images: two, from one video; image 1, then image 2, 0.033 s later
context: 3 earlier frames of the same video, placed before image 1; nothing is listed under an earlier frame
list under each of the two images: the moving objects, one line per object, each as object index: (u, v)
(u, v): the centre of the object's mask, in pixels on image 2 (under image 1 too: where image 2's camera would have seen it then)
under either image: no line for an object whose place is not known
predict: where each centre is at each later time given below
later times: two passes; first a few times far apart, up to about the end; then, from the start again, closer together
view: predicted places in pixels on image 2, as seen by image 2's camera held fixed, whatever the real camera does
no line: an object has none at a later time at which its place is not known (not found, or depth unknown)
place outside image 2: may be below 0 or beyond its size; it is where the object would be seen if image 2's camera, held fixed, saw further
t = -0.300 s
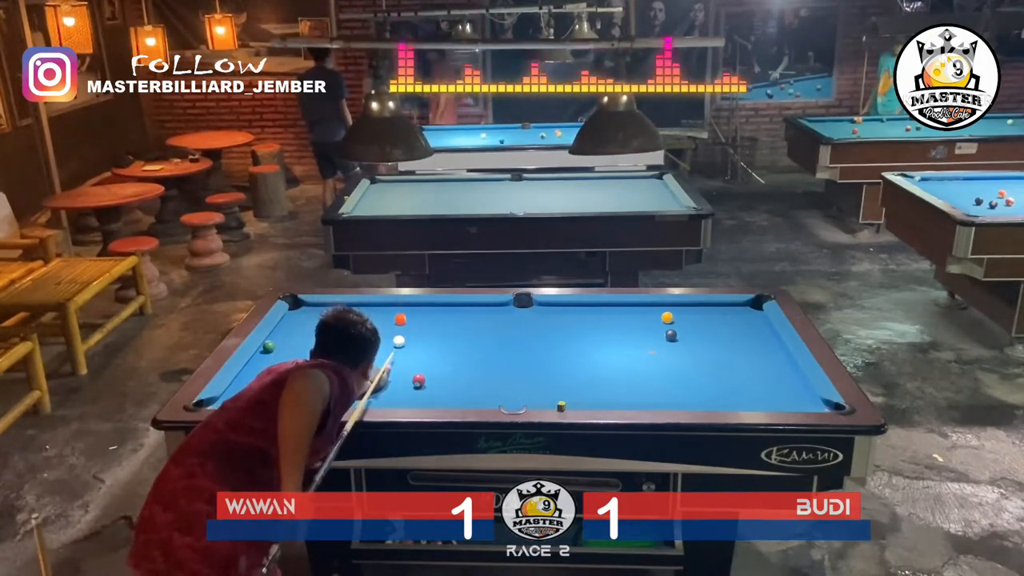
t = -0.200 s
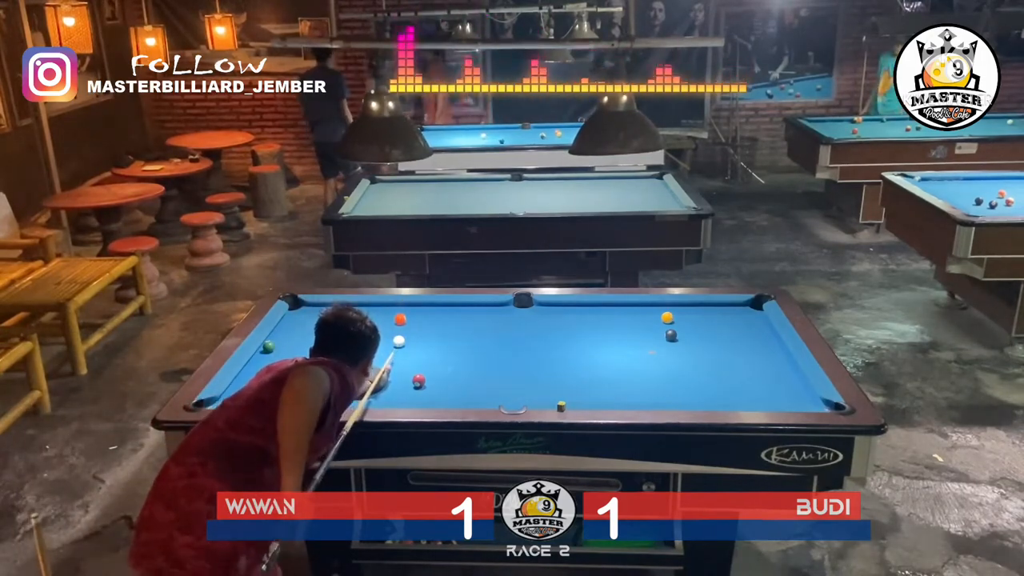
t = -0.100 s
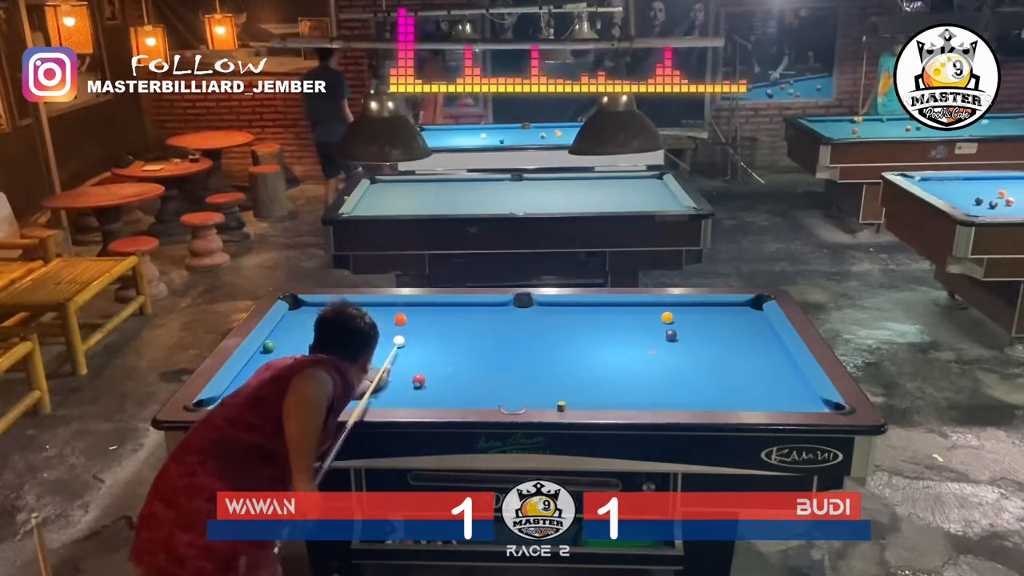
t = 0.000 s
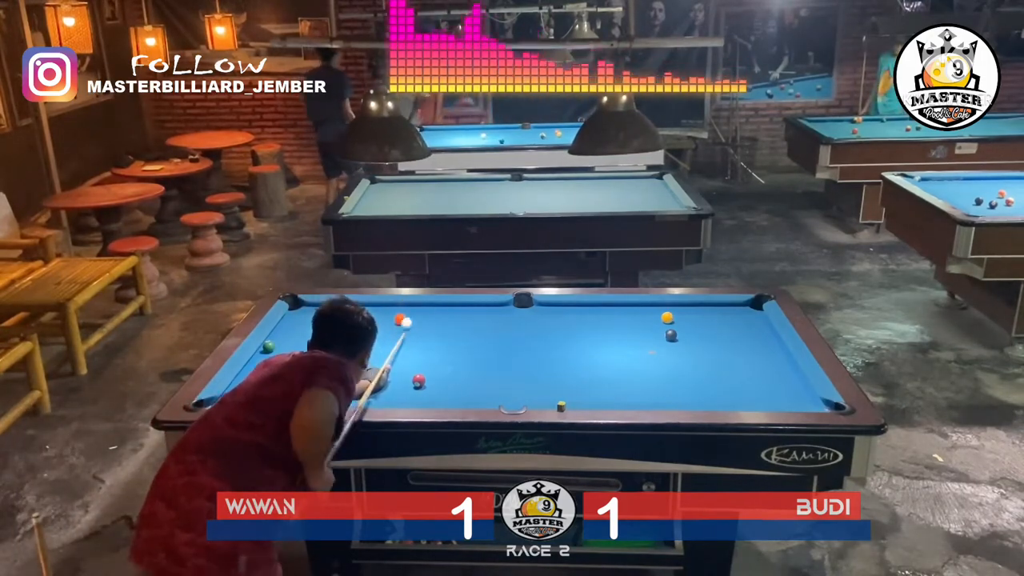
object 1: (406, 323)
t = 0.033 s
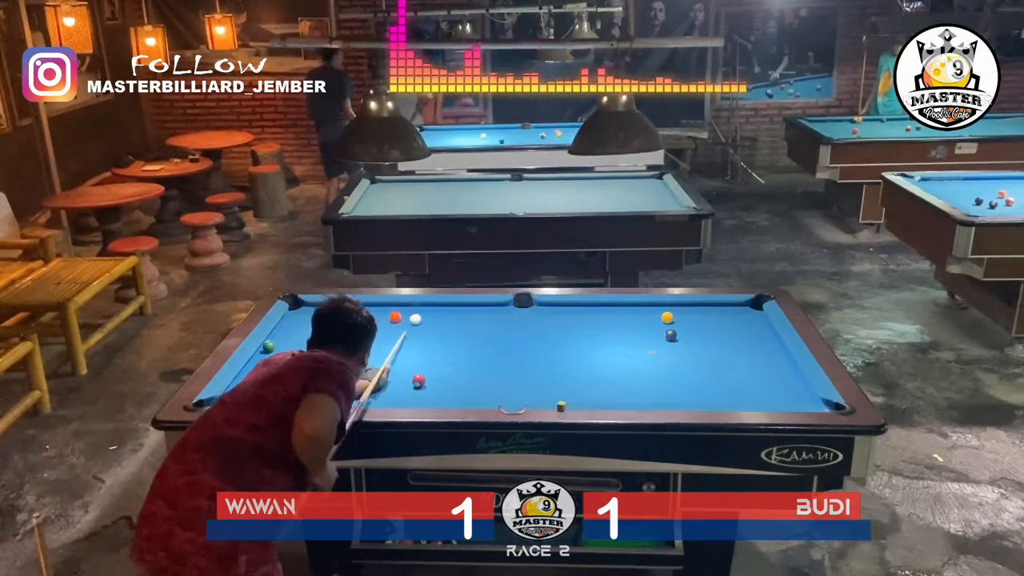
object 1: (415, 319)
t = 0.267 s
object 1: (466, 309)
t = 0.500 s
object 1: (505, 323)
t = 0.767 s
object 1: (552, 340)
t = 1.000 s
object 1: (595, 355)
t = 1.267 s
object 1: (648, 373)
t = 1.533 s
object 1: (704, 392)
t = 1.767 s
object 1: (744, 398)
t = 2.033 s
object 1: (770, 391)
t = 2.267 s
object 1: (790, 385)
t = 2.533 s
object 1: (793, 379)
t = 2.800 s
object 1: (778, 375)
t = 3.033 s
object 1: (768, 371)
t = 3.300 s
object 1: (760, 369)
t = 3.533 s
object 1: (757, 368)
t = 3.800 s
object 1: (755, 368)
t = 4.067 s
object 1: (755, 368)
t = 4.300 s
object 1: (755, 368)
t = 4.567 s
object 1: (755, 368)
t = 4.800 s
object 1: (755, 368)
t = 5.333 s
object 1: (751, 366)
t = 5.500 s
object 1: (755, 367)
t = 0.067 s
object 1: (425, 316)
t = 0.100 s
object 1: (433, 312)
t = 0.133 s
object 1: (441, 309)
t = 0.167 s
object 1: (448, 306)
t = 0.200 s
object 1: (456, 305)
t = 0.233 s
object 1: (461, 307)
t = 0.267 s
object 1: (466, 309)
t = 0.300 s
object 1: (472, 311)
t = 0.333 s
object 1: (477, 313)
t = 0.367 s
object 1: (482, 315)
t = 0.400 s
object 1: (488, 317)
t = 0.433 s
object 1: (494, 319)
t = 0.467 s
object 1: (499, 321)
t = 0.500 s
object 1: (505, 323)
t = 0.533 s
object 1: (511, 325)
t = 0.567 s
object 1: (517, 327)
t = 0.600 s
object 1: (522, 329)
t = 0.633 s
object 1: (528, 331)
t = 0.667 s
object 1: (534, 334)
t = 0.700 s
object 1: (540, 335)
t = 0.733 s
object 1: (546, 338)
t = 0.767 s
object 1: (552, 340)
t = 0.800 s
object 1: (558, 342)
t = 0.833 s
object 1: (564, 344)
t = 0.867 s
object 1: (570, 346)
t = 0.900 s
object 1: (576, 349)
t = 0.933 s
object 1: (582, 351)
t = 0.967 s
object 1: (588, 353)
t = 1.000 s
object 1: (595, 355)
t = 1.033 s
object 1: (601, 358)
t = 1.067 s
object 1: (608, 360)
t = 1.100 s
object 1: (614, 362)
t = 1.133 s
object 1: (621, 364)
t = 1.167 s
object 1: (627, 366)
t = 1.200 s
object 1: (634, 369)
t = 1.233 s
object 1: (641, 371)
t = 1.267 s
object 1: (648, 373)
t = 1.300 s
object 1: (655, 376)
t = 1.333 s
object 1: (662, 377)
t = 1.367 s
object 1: (669, 381)
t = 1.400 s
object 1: (676, 382)
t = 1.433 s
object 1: (682, 385)
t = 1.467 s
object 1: (690, 387)
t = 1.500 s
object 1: (697, 390)
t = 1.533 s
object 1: (704, 392)
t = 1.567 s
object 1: (711, 395)
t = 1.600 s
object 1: (718, 396)
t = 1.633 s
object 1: (726, 398)
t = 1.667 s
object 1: (733, 400)
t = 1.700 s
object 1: (738, 400)
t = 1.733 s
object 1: (742, 399)
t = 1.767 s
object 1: (744, 398)
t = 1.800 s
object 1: (748, 397)
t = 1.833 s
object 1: (751, 396)
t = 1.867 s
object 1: (754, 396)
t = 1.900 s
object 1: (758, 395)
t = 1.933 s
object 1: (761, 394)
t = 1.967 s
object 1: (764, 393)
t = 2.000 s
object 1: (767, 392)
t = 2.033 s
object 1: (770, 391)
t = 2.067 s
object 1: (773, 391)
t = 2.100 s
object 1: (776, 389)
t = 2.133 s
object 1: (779, 388)
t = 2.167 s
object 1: (782, 387)
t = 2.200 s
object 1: (785, 387)
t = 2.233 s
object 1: (787, 385)
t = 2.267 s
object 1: (790, 385)
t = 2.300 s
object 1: (793, 383)
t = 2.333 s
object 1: (795, 383)
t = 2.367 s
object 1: (798, 382)
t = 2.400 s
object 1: (801, 381)
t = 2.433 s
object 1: (799, 380)
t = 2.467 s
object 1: (797, 380)
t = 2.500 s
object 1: (795, 379)
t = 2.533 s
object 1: (793, 379)
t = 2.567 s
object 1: (791, 378)
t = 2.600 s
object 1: (789, 377)
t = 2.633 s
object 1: (787, 377)
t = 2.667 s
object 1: (785, 377)
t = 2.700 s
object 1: (783, 376)
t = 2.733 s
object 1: (781, 375)
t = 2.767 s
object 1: (779, 375)
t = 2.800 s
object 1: (778, 375)
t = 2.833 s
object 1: (776, 374)
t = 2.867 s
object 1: (775, 373)
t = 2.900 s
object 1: (773, 373)
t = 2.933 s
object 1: (772, 373)
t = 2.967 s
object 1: (770, 372)
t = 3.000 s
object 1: (769, 372)
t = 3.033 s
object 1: (768, 371)
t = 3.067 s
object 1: (767, 371)
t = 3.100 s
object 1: (766, 371)
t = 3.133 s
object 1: (765, 371)
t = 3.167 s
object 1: (764, 370)
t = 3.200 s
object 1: (763, 370)
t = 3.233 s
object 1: (762, 370)
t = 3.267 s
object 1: (762, 370)
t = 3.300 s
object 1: (760, 369)
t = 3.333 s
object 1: (760, 369)
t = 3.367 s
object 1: (759, 369)
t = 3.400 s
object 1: (759, 369)
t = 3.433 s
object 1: (758, 369)
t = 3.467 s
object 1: (758, 369)
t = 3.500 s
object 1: (757, 368)
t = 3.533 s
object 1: (757, 368)
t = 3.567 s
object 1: (757, 369)
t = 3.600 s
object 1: (756, 368)
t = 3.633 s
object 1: (756, 368)
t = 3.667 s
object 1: (756, 368)
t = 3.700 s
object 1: (756, 368)
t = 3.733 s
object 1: (756, 368)
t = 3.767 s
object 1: (755, 368)
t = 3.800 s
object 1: (755, 368)
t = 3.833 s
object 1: (755, 368)
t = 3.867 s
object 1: (755, 368)
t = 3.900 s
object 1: (755, 368)
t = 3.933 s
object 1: (755, 368)
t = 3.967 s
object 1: (755, 368)
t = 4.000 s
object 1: (755, 368)
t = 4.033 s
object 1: (755, 368)
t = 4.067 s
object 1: (755, 368)
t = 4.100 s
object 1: (755, 368)
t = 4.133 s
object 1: (755, 368)
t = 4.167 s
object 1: (755, 368)
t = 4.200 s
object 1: (755, 368)
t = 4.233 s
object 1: (755, 368)
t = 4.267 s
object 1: (755, 368)
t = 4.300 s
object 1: (755, 368)
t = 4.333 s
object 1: (755, 368)
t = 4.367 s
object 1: (755, 368)
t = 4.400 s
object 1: (755, 368)
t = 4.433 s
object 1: (755, 368)
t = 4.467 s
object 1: (755, 368)
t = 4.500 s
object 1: (755, 368)
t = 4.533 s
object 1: (755, 368)
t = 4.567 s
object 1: (755, 368)
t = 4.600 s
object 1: (755, 368)
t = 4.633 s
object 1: (755, 368)
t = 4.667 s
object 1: (755, 368)
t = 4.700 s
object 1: (755, 368)
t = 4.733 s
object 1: (755, 368)
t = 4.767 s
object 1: (755, 368)
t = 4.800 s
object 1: (755, 368)
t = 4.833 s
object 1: (755, 368)
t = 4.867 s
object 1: (755, 368)
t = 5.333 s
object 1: (751, 366)
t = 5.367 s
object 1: (755, 368)
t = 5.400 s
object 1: (755, 368)
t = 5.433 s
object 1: (755, 368)
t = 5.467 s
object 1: (755, 368)
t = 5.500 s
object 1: (755, 367)
